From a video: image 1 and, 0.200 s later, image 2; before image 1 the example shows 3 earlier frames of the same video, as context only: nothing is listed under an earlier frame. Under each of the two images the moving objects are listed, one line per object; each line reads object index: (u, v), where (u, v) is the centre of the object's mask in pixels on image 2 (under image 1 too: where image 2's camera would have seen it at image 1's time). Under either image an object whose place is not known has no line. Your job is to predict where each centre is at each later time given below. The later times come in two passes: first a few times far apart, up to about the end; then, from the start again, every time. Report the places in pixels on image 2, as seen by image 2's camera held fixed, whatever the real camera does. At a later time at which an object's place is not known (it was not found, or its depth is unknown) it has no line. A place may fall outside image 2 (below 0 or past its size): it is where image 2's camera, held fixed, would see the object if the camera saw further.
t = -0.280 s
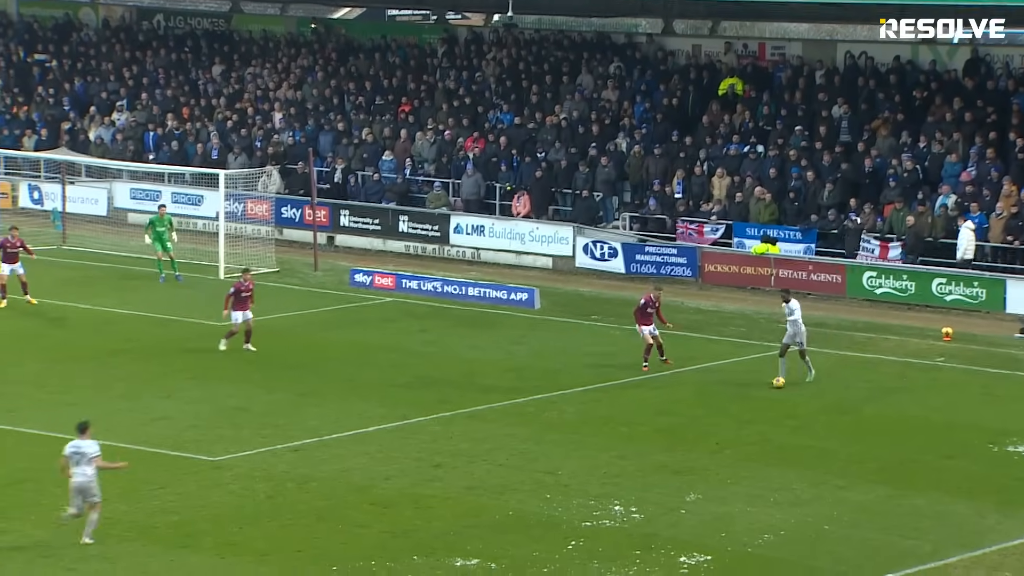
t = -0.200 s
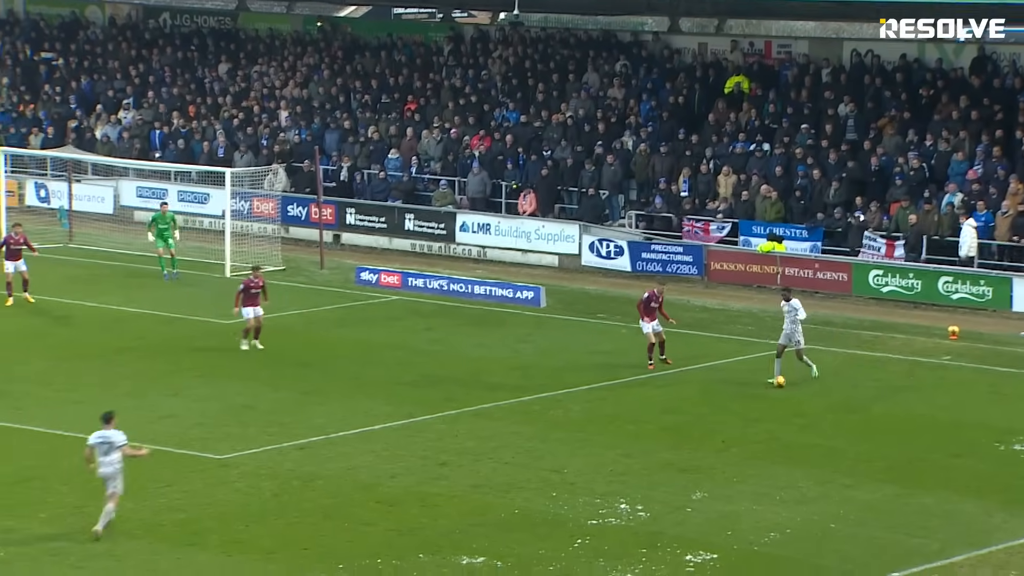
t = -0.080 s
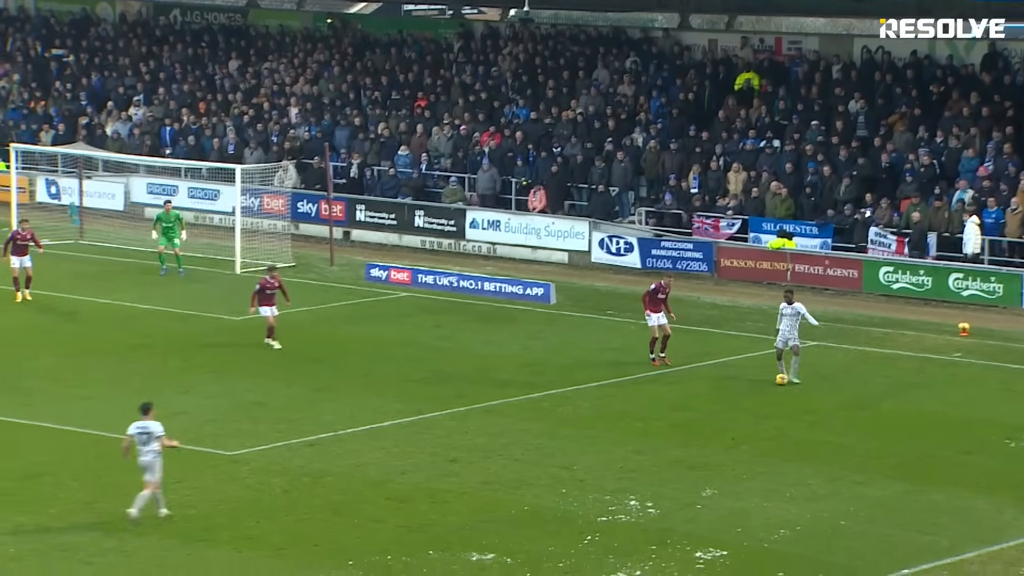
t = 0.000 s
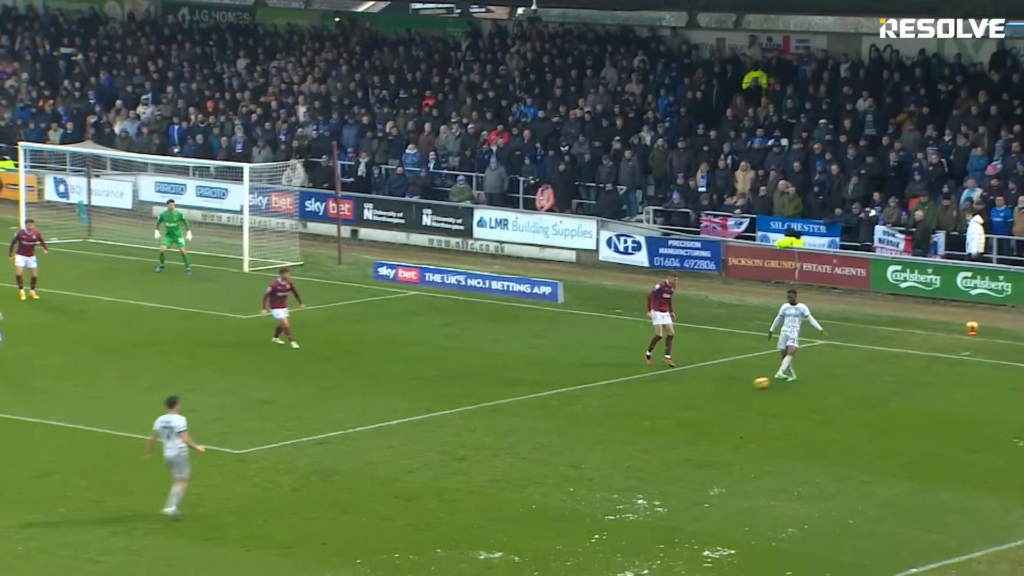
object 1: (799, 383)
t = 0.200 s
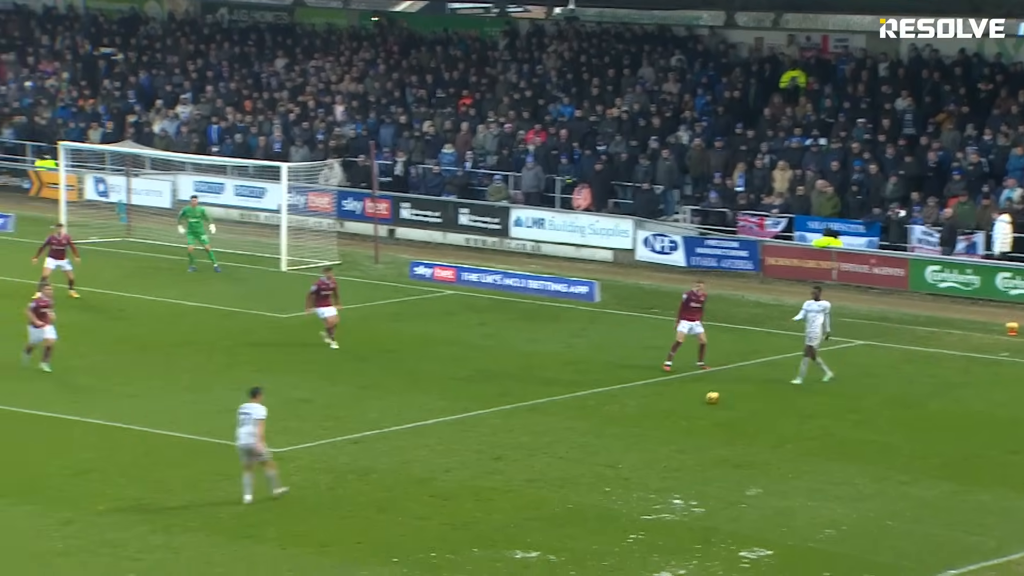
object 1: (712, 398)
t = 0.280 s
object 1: (681, 403)
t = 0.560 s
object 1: (578, 419)
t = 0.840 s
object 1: (489, 434)
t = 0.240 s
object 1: (696, 400)
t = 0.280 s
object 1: (681, 403)
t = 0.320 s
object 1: (665, 405)
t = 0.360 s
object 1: (650, 408)
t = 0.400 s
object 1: (635, 410)
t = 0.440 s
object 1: (620, 412)
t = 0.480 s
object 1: (605, 415)
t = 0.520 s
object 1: (592, 417)
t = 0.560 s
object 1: (578, 419)
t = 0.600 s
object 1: (564, 422)
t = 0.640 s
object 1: (551, 424)
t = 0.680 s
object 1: (538, 426)
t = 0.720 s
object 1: (526, 428)
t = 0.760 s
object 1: (513, 430)
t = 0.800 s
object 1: (501, 432)
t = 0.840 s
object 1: (489, 434)
